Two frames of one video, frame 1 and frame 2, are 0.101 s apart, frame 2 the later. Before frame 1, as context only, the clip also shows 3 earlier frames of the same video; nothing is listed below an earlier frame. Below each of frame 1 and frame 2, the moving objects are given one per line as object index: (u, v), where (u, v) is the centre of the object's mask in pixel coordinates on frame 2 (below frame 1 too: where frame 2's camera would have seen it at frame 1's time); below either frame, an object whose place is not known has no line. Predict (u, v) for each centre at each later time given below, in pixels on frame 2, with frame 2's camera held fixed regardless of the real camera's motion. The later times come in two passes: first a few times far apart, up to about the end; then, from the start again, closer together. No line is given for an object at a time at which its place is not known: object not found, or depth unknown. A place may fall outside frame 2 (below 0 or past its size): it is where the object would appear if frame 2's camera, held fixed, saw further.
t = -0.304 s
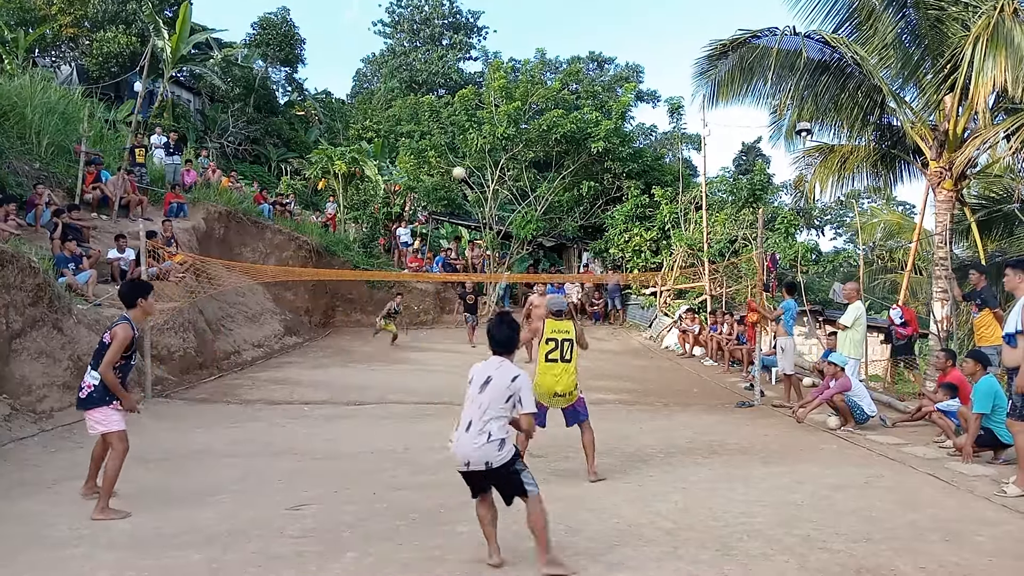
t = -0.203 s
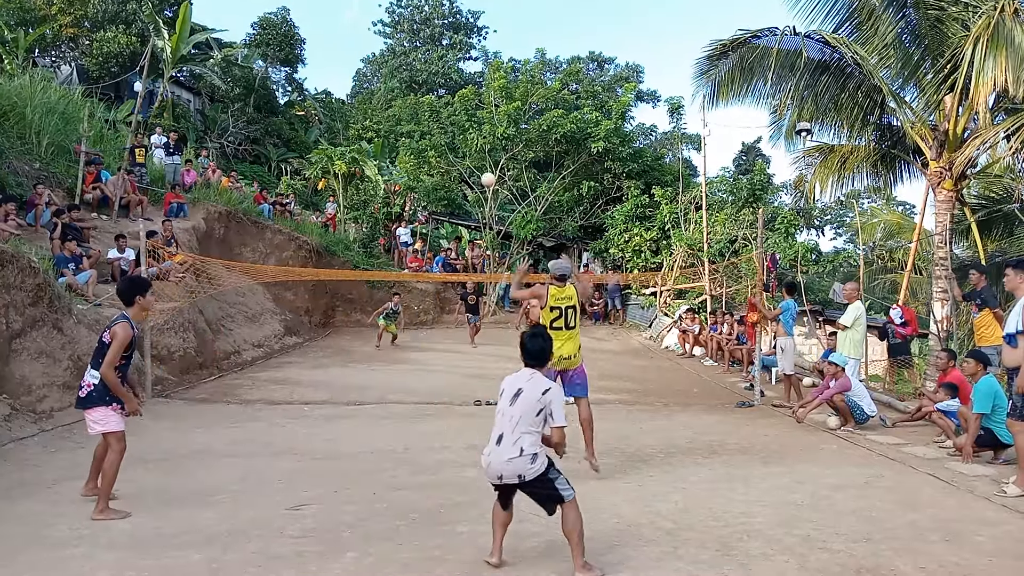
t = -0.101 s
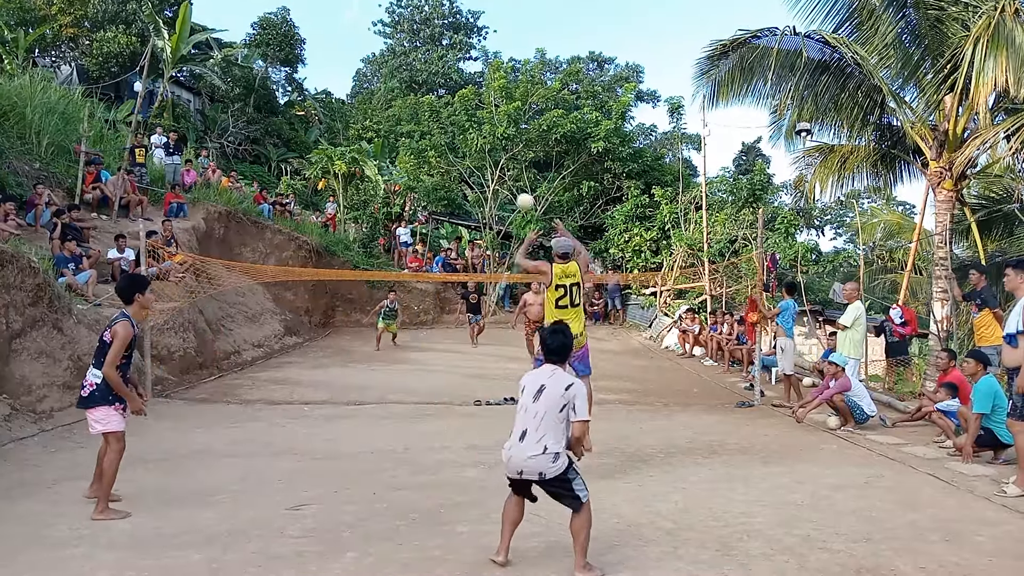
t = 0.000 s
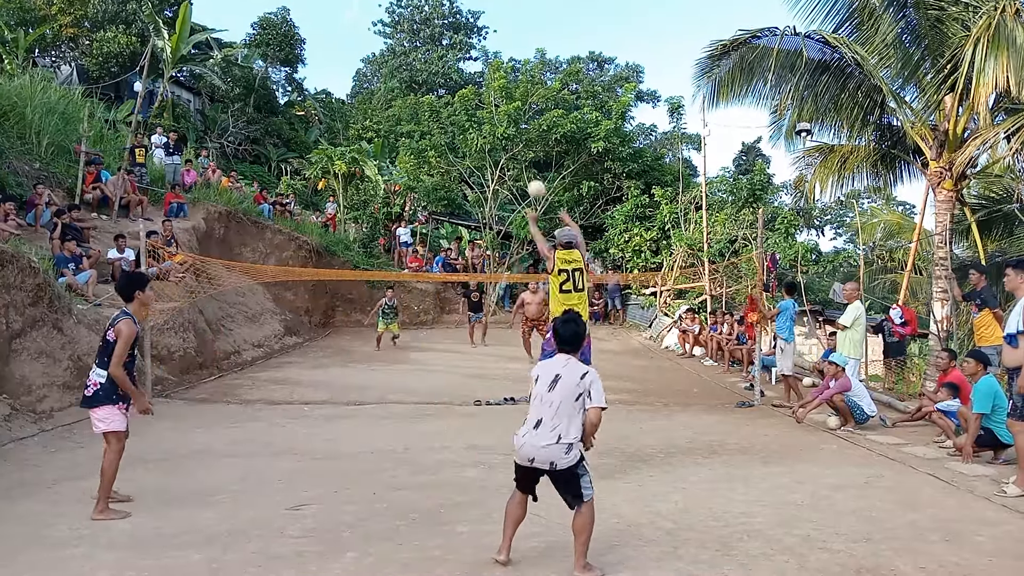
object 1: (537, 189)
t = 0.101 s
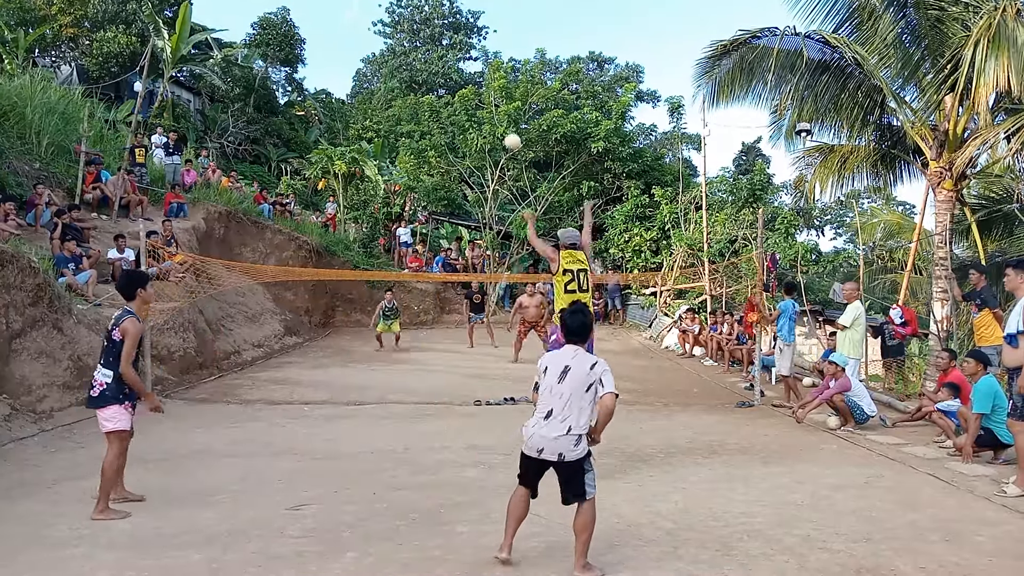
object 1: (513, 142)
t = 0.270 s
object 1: (479, 96)
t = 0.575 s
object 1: (433, 89)
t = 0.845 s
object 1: (404, 140)
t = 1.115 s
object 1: (382, 224)
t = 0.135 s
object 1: (505, 129)
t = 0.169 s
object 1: (498, 119)
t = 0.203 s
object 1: (491, 110)
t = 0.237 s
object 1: (485, 102)
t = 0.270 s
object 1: (479, 96)
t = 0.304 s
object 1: (473, 91)
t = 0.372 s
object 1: (462, 84)
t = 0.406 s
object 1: (457, 83)
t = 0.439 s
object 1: (452, 83)
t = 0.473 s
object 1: (447, 83)
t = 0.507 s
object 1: (442, 84)
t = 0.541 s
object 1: (438, 87)
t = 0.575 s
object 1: (433, 89)
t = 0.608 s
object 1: (429, 93)
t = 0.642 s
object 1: (425, 98)
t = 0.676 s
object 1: (421, 104)
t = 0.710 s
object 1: (417, 109)
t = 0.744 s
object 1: (413, 116)
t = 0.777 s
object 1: (410, 123)
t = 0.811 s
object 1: (407, 131)
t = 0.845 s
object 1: (404, 140)
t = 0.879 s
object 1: (400, 149)
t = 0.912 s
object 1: (397, 157)
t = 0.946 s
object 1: (395, 167)
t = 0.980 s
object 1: (391, 178)
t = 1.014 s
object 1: (389, 189)
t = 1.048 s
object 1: (387, 200)
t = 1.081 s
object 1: (385, 211)
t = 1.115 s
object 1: (382, 224)
